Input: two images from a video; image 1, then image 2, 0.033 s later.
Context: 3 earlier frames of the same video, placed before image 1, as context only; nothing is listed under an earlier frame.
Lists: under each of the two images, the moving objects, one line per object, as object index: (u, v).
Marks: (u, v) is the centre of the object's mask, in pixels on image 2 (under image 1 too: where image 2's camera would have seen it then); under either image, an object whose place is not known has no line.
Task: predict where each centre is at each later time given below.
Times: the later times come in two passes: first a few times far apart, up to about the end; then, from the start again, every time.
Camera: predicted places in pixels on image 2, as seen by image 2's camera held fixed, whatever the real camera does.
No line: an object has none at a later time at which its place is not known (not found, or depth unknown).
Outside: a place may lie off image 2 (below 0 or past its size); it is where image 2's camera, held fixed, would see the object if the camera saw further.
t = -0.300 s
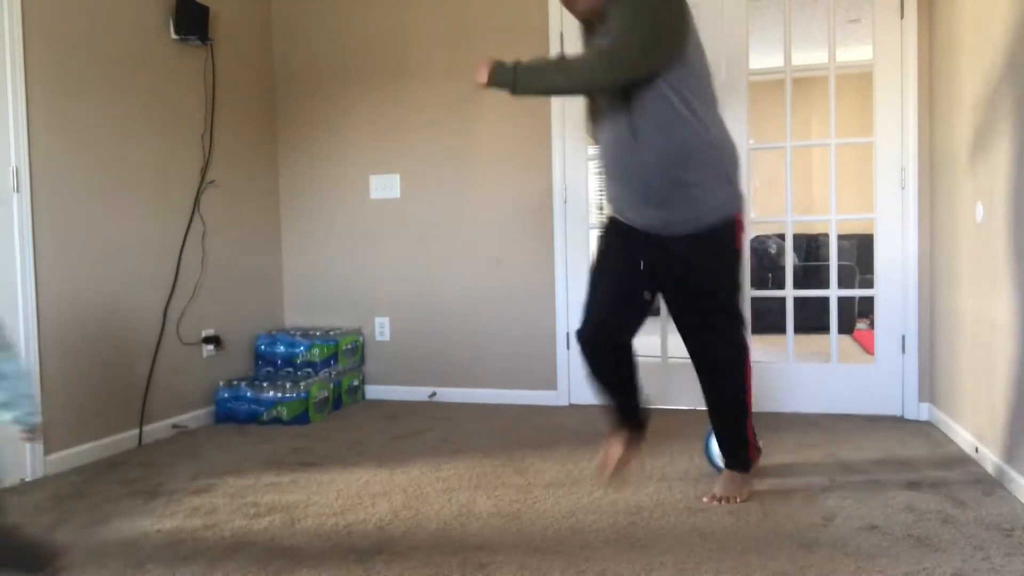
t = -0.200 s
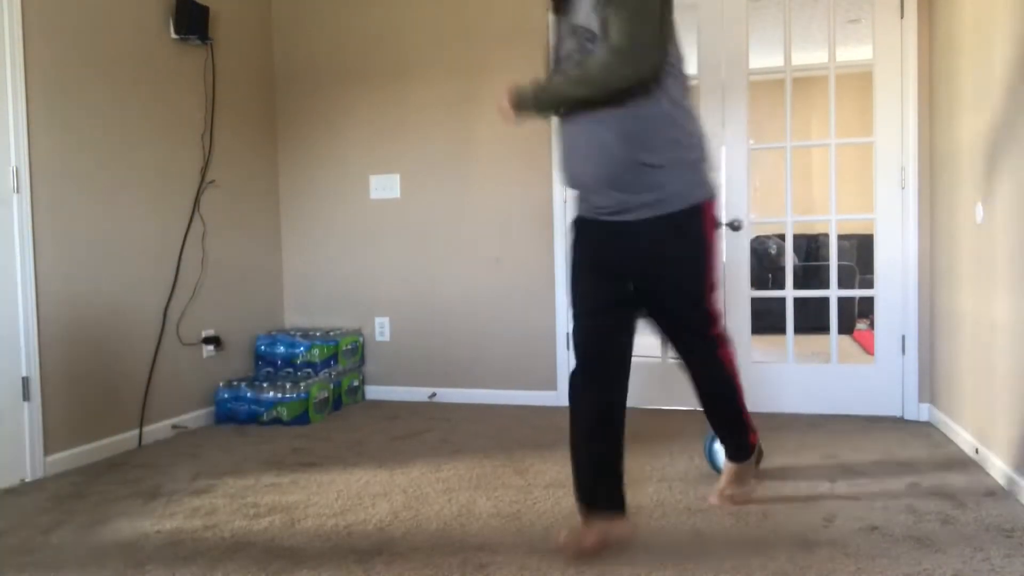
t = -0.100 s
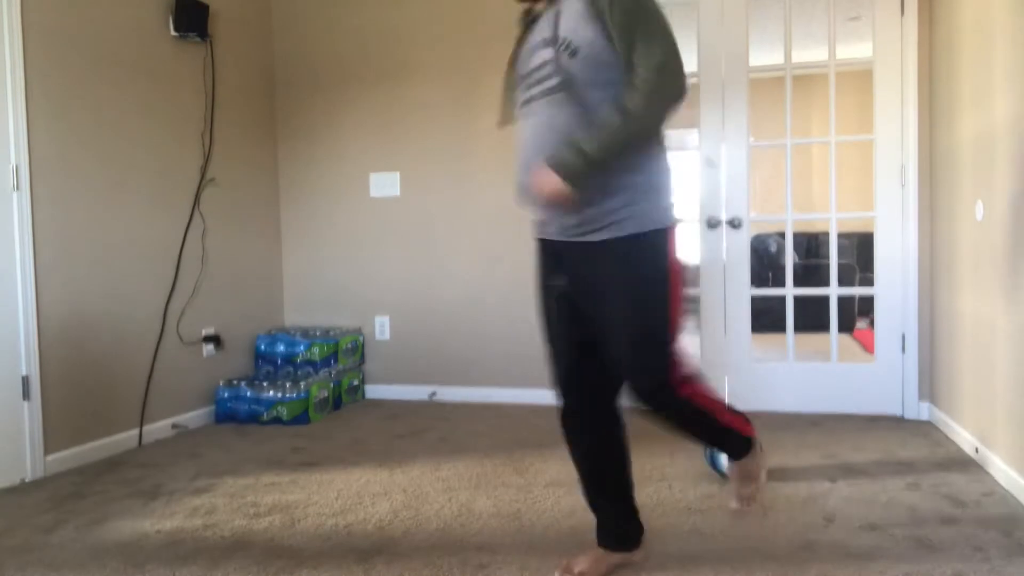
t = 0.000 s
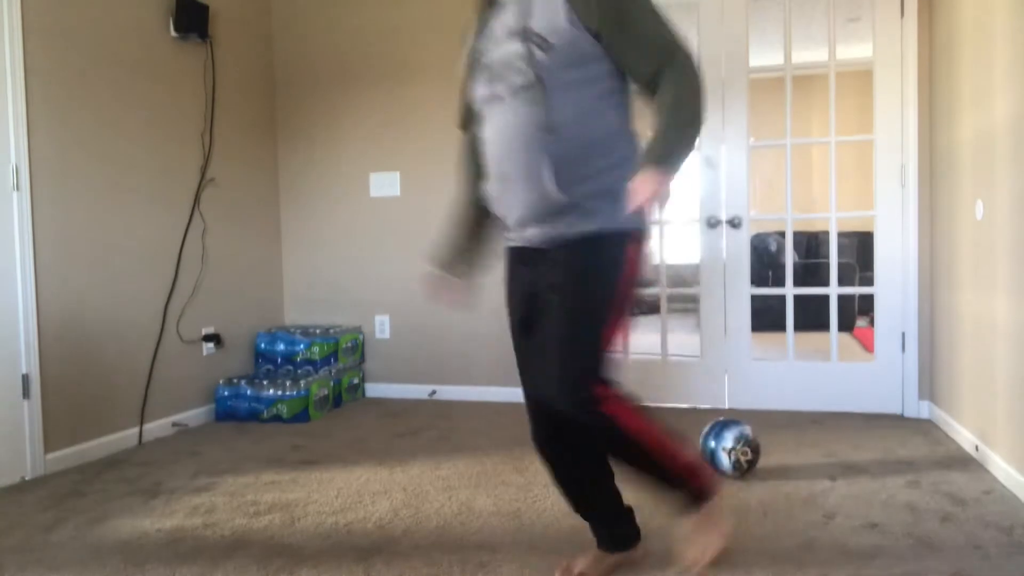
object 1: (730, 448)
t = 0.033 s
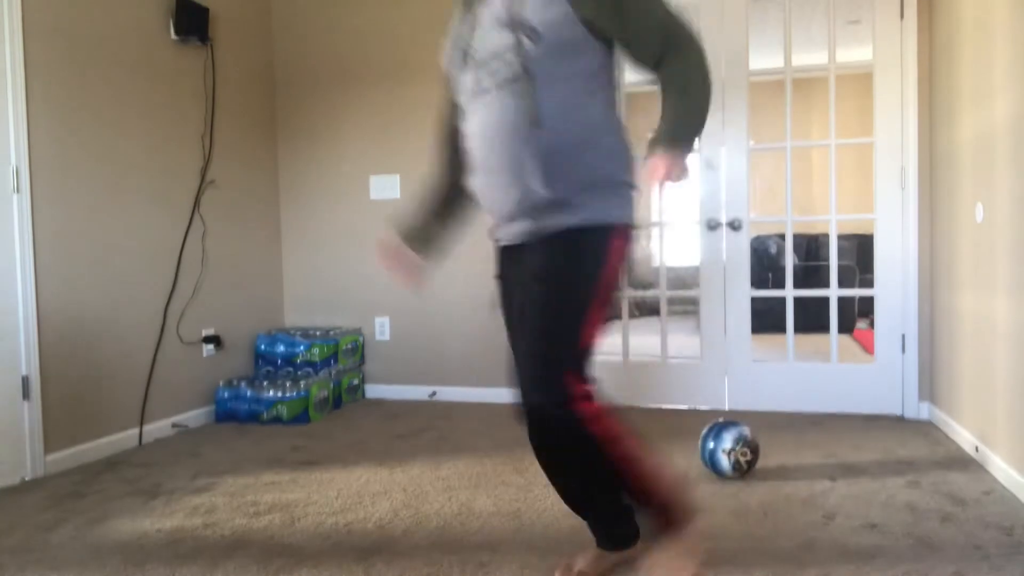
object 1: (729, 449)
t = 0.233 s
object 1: (720, 449)
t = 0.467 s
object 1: (703, 446)
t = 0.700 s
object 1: (682, 443)
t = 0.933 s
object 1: (669, 443)
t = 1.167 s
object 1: (664, 442)
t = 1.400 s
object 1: (667, 442)
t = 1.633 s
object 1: (672, 443)
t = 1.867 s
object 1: (679, 444)
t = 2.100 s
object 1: (687, 445)
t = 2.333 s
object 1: (692, 445)
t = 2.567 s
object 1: (689, 445)
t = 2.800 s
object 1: (687, 445)
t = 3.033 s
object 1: (688, 445)
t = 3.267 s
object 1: (688, 445)
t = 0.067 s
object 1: (728, 449)
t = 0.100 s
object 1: (726, 448)
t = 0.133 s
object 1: (725, 449)
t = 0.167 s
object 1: (723, 449)
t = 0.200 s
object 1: (721, 448)
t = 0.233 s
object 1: (720, 449)
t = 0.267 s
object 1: (717, 448)
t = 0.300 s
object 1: (715, 448)
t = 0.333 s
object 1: (713, 448)
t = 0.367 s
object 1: (710, 448)
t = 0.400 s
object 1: (708, 447)
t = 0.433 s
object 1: (705, 446)
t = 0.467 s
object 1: (703, 446)
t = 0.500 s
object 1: (699, 445)
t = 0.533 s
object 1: (696, 445)
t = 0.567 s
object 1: (694, 445)
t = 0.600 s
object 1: (690, 445)
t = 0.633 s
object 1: (688, 444)
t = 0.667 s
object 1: (685, 444)
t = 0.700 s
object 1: (682, 443)
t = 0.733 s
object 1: (680, 443)
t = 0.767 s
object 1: (677, 443)
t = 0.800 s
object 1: (675, 442)
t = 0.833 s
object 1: (673, 443)
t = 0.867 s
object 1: (672, 443)
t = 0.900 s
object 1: (670, 443)
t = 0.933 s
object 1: (669, 443)
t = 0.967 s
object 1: (667, 443)
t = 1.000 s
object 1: (666, 443)
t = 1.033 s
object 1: (665, 443)
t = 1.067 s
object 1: (665, 443)
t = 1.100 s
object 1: (665, 442)
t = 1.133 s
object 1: (664, 442)
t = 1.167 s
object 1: (664, 442)
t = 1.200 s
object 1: (664, 442)
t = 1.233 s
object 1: (664, 442)
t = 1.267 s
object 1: (664, 442)
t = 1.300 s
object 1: (665, 442)
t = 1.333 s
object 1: (665, 442)
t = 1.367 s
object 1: (666, 442)
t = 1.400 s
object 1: (667, 442)
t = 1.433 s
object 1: (667, 442)
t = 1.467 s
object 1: (668, 442)
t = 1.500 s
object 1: (669, 443)
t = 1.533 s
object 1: (669, 442)
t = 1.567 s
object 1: (670, 443)
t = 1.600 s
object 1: (671, 443)
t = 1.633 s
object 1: (672, 443)
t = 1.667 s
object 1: (673, 443)
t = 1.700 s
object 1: (674, 443)
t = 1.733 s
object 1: (675, 443)
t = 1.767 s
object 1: (676, 443)
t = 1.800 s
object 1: (676, 443)
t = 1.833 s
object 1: (678, 444)
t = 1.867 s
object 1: (679, 444)
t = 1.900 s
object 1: (680, 444)
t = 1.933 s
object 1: (681, 444)
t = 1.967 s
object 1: (682, 444)
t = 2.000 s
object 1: (683, 445)
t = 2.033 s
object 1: (685, 444)
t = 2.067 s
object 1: (686, 445)
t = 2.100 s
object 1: (687, 445)
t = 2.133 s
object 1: (688, 445)
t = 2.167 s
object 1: (689, 445)
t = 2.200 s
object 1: (690, 446)
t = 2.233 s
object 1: (691, 446)
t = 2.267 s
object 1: (691, 445)
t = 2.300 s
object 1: (692, 446)
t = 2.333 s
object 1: (692, 445)
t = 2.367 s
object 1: (692, 445)
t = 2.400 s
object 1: (692, 445)
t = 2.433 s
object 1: (692, 445)
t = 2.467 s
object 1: (691, 445)
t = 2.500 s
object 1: (690, 445)
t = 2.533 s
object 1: (690, 445)
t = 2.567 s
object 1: (689, 445)
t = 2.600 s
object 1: (689, 445)
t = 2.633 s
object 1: (688, 445)
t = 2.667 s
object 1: (688, 445)
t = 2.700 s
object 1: (687, 445)
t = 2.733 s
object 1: (687, 445)
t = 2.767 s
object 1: (687, 445)
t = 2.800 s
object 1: (687, 445)
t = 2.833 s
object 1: (687, 445)
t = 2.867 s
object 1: (687, 444)
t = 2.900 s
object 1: (687, 445)
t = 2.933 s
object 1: (687, 445)
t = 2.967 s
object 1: (687, 445)
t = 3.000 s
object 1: (687, 445)
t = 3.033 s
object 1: (688, 445)
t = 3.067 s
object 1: (688, 445)
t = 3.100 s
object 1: (688, 445)
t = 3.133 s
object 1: (688, 445)
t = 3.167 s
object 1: (688, 445)
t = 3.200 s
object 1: (688, 445)
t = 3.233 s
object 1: (688, 445)
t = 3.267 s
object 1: (688, 445)
